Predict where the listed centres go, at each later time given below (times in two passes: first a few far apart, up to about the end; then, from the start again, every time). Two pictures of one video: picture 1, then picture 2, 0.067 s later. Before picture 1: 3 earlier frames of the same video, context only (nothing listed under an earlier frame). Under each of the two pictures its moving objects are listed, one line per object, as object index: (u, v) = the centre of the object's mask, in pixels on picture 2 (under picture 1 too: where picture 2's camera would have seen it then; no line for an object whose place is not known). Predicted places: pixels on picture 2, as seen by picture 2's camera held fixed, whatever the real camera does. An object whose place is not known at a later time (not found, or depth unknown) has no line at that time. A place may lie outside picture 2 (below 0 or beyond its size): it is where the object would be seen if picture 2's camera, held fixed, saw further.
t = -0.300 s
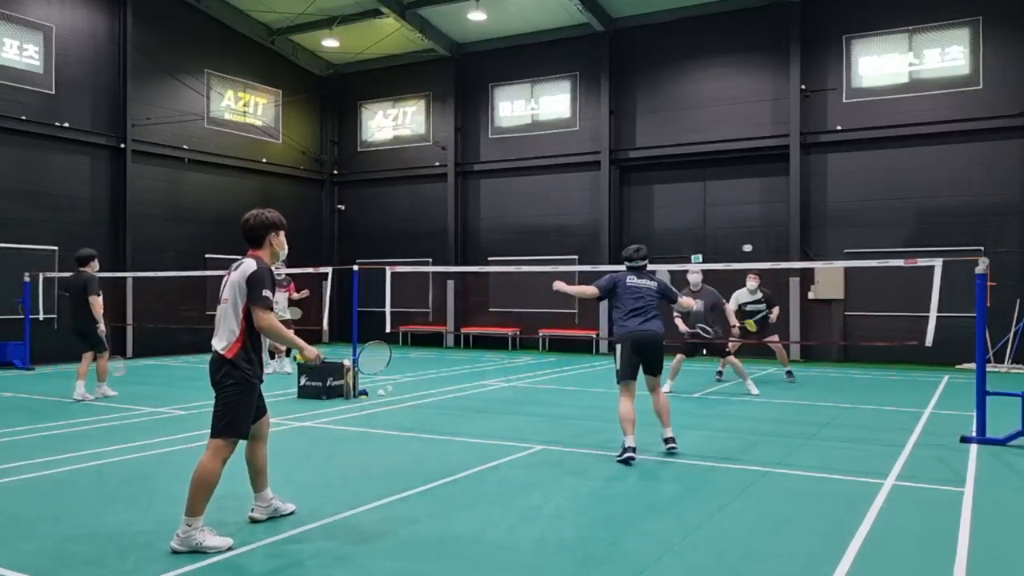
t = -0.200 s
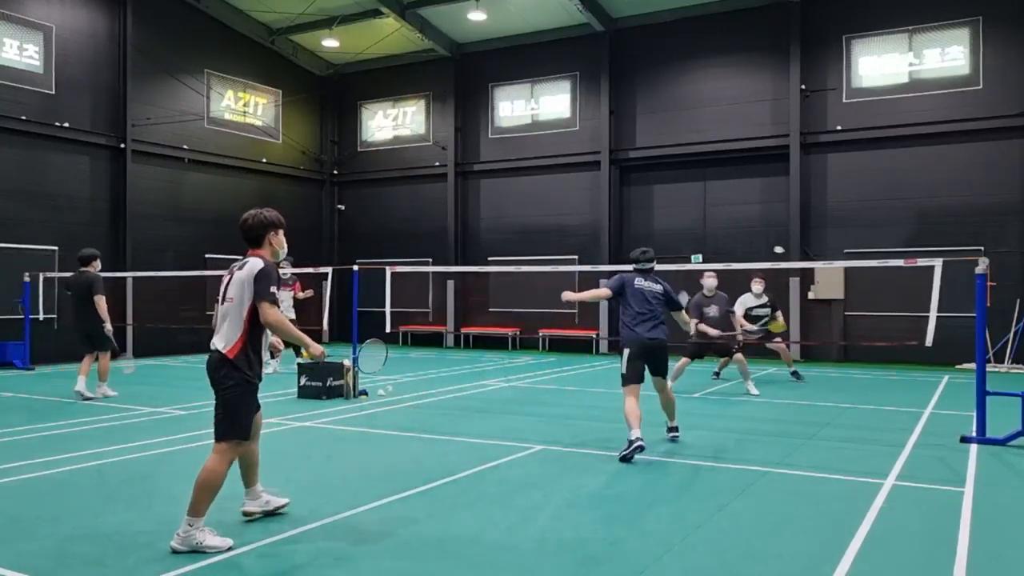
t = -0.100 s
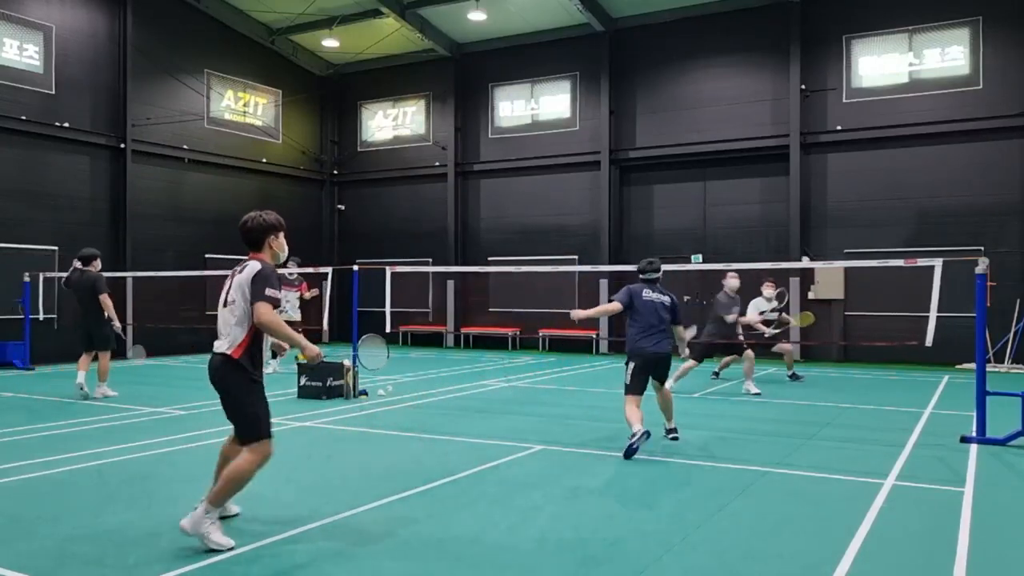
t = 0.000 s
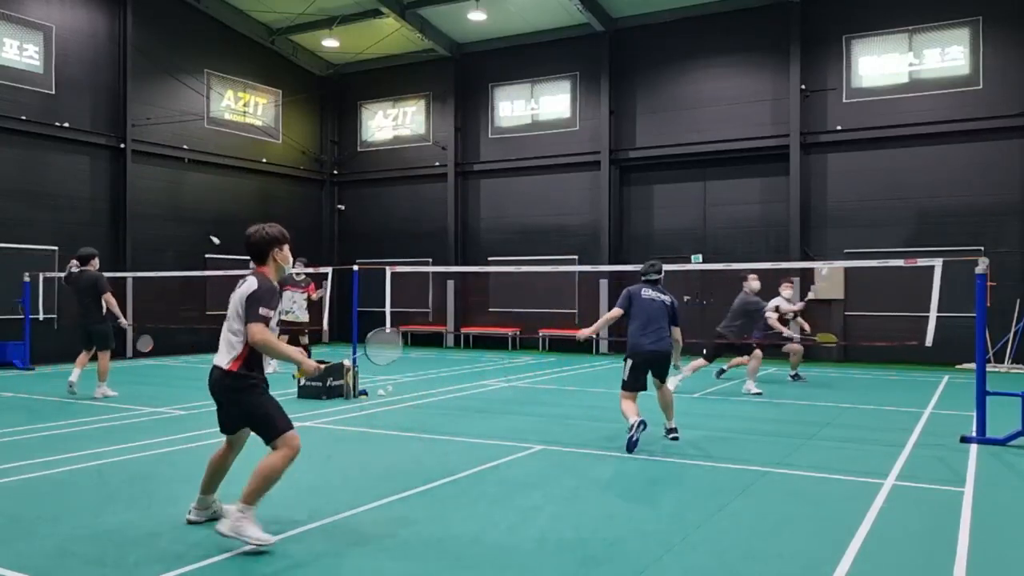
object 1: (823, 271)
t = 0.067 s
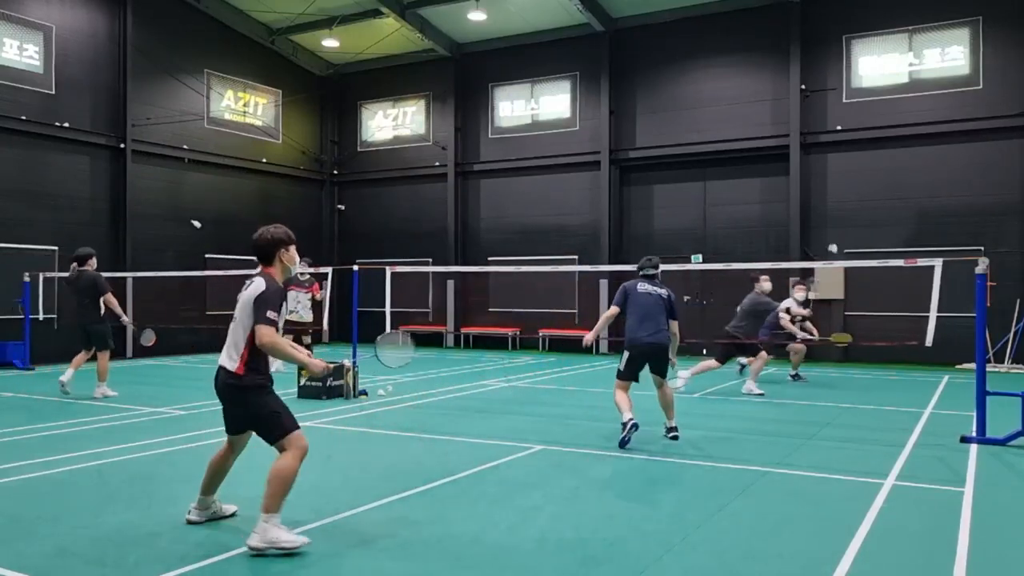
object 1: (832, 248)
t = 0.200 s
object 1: (846, 213)
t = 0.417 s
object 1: (870, 198)
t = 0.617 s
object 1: (897, 245)
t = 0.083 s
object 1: (830, 243)
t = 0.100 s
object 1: (830, 238)
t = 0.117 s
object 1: (832, 233)
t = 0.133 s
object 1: (835, 229)
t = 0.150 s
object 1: (839, 224)
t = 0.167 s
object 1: (842, 220)
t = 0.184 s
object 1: (844, 216)
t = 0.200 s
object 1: (846, 213)
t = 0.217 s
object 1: (847, 210)
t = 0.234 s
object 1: (849, 207)
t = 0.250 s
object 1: (850, 205)
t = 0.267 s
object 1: (852, 203)
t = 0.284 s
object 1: (854, 201)
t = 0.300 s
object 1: (856, 200)
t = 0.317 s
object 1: (858, 199)
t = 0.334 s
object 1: (859, 198)
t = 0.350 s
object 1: (861, 197)
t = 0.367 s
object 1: (864, 197)
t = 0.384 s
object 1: (866, 197)
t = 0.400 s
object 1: (868, 197)
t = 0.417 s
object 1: (870, 198)
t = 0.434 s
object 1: (872, 199)
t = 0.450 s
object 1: (874, 201)
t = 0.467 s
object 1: (876, 203)
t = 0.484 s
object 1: (879, 205)
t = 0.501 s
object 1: (881, 208)
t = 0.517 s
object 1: (883, 212)
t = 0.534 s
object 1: (885, 216)
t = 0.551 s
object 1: (888, 220)
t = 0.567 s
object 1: (890, 226)
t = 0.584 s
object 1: (892, 231)
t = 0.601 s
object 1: (895, 238)
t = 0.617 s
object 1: (897, 245)
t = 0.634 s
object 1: (900, 251)
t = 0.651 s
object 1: (902, 261)
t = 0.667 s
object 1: (905, 271)
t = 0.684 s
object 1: (907, 280)
